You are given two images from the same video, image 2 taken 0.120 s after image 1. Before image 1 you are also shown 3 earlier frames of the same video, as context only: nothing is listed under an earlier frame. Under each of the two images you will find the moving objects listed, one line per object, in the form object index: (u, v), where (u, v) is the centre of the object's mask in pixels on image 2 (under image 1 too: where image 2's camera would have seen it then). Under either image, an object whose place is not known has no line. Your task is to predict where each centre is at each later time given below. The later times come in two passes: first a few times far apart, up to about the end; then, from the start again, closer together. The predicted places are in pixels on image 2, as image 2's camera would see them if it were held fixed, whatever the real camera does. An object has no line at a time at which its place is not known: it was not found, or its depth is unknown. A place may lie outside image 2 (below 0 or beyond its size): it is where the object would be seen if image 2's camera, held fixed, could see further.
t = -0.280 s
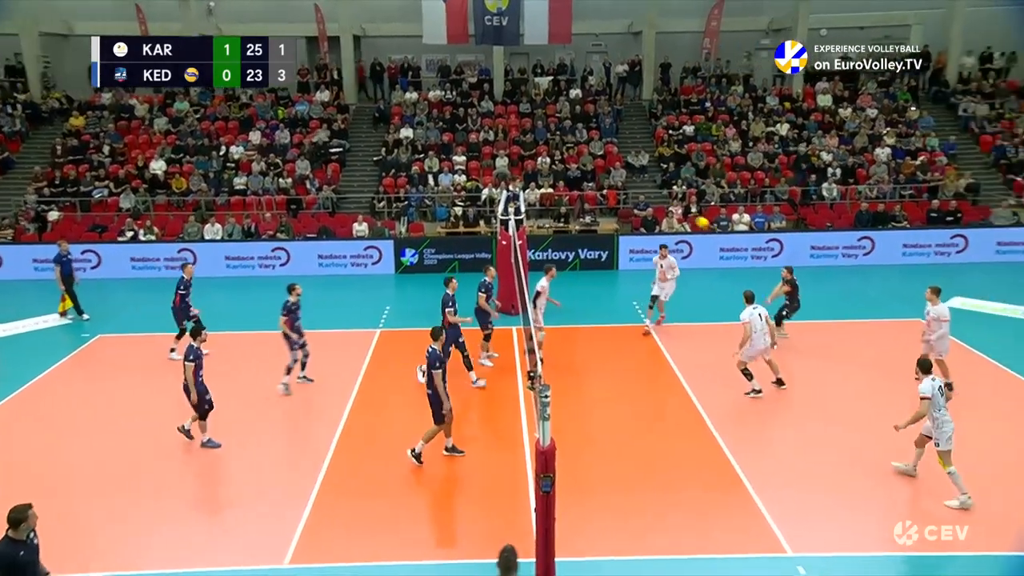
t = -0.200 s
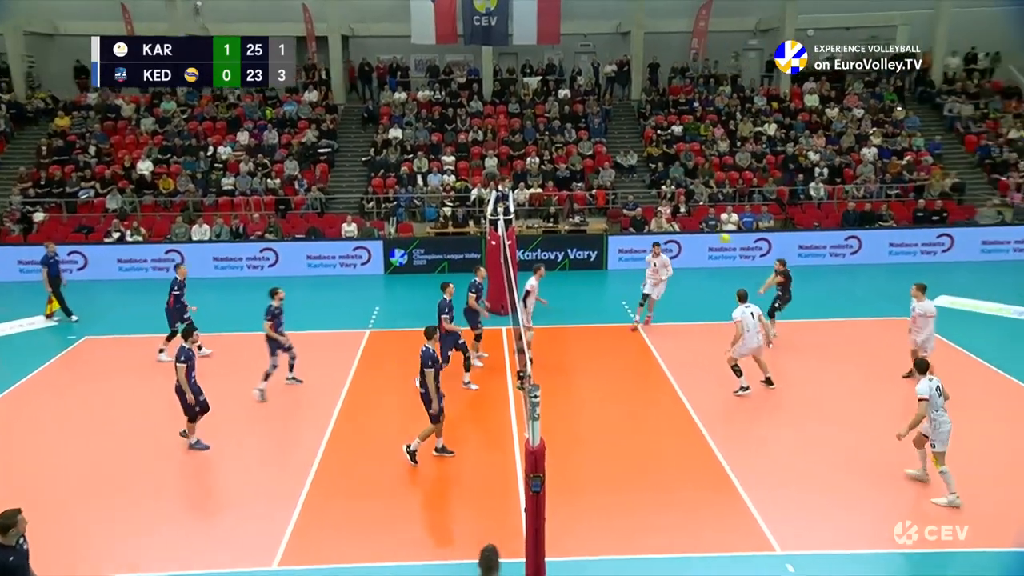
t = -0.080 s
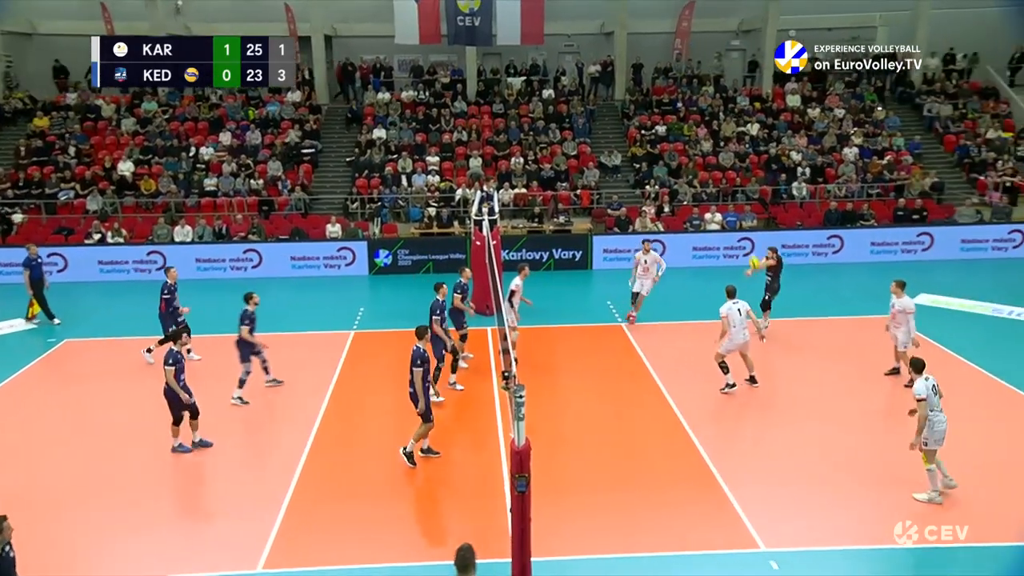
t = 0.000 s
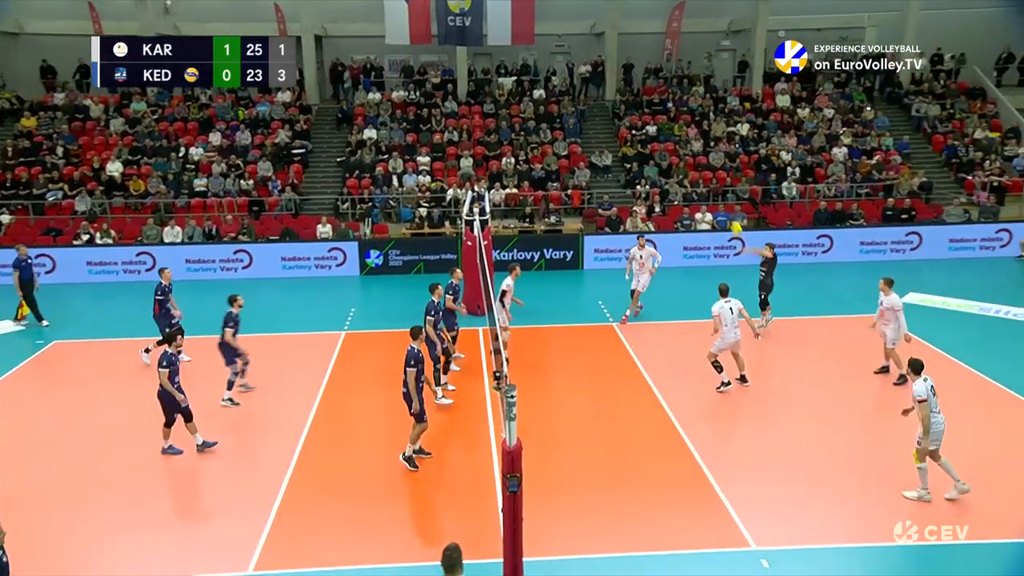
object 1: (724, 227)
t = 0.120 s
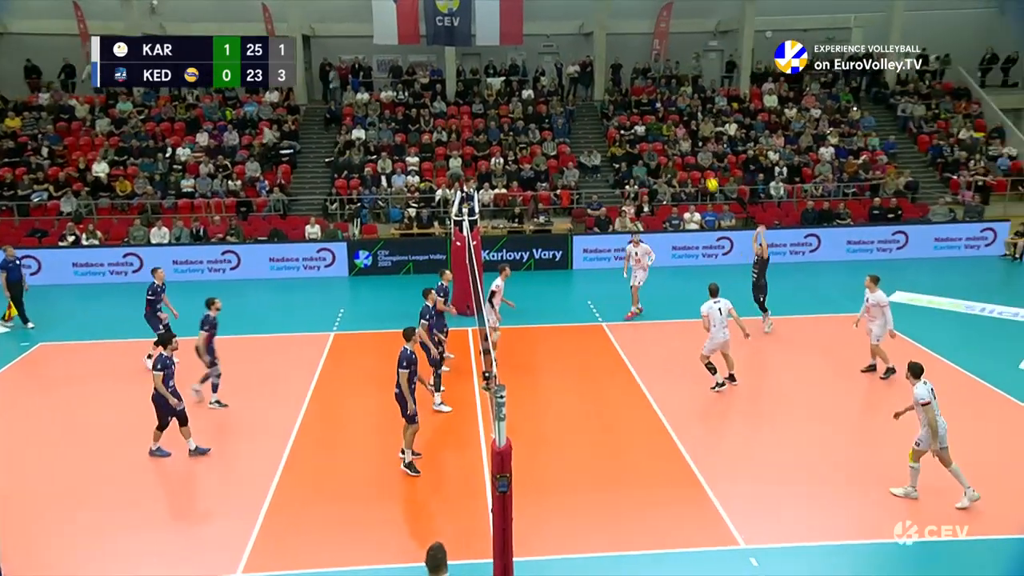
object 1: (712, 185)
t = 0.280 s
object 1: (694, 136)
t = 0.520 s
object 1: (665, 87)
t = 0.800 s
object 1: (629, 70)
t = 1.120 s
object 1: (587, 102)
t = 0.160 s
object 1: (707, 172)
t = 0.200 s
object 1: (703, 159)
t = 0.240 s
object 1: (698, 147)
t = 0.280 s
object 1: (694, 136)
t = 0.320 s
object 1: (689, 126)
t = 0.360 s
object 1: (684, 117)
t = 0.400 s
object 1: (680, 108)
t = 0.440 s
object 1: (675, 100)
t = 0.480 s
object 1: (670, 93)
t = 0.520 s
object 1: (665, 87)
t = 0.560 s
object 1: (660, 82)
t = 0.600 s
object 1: (655, 77)
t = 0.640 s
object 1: (650, 74)
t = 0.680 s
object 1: (645, 72)
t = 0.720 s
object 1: (639, 70)
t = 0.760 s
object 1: (634, 69)
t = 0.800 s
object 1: (629, 70)
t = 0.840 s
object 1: (624, 70)
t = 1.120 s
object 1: (587, 102)
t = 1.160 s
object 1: (582, 111)
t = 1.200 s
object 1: (576, 120)
